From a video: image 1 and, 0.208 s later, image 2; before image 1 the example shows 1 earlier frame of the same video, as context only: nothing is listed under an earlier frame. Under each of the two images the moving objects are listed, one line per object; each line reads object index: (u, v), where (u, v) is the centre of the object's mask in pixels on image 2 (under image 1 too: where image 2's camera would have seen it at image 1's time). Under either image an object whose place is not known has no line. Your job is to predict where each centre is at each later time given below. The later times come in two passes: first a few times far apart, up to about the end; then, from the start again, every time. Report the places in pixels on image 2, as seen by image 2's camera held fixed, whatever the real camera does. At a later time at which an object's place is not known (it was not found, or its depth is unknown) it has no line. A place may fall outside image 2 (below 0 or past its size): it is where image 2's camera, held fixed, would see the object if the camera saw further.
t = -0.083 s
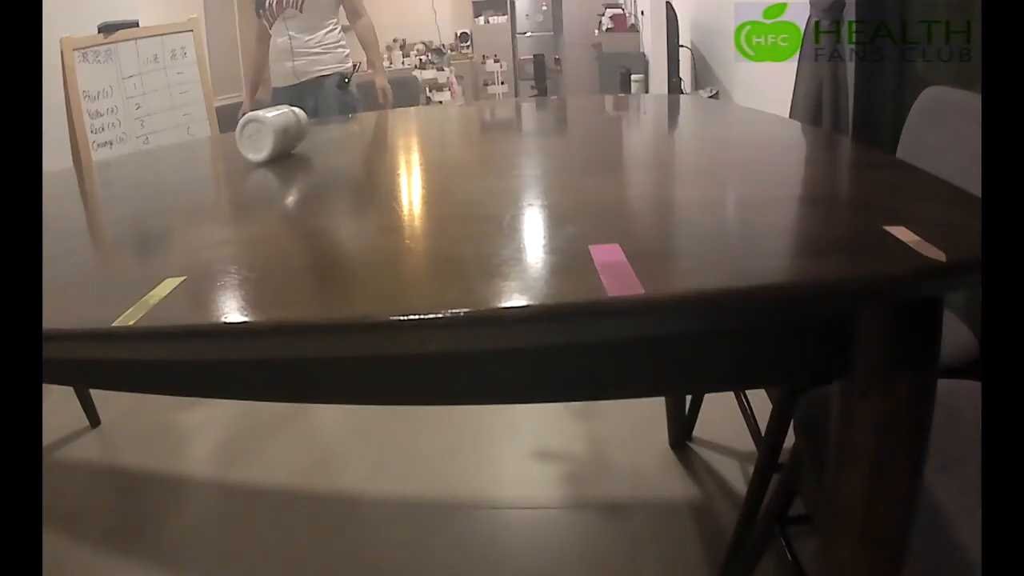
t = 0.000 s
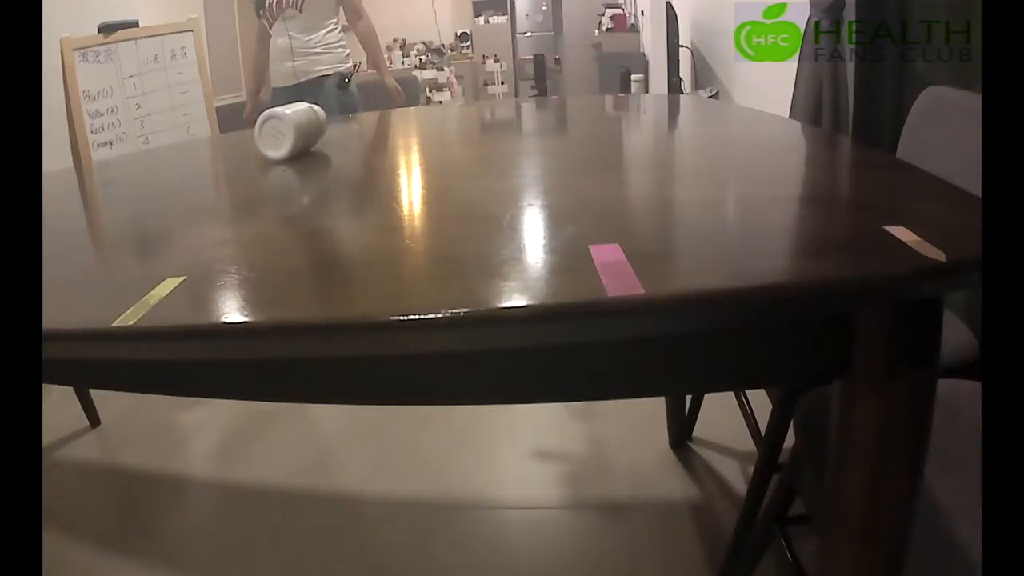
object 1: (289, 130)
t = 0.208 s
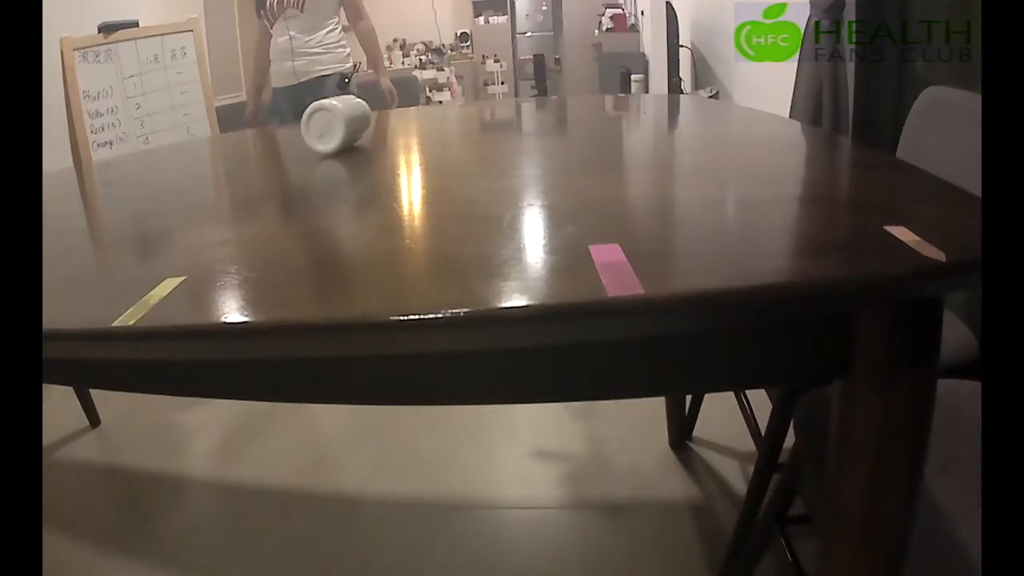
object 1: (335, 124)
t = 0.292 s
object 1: (355, 121)
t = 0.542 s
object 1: (418, 115)
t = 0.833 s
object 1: (493, 109)
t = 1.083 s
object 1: (556, 106)
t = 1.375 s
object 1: (622, 103)
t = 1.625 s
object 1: (673, 102)
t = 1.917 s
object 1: (729, 102)
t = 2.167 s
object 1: (768, 103)
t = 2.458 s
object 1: (807, 104)
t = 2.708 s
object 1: (837, 108)
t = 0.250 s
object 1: (347, 122)
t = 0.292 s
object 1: (355, 121)
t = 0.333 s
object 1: (367, 120)
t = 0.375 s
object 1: (375, 119)
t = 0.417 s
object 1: (388, 118)
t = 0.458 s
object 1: (396, 117)
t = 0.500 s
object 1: (409, 115)
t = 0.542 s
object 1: (418, 115)
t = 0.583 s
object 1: (431, 113)
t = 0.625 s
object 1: (439, 113)
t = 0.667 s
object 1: (452, 112)
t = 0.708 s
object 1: (459, 111)
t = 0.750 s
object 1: (472, 110)
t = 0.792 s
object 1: (480, 110)
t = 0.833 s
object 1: (493, 109)
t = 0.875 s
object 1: (502, 109)
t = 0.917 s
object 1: (514, 108)
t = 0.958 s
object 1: (522, 108)
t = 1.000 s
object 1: (534, 107)
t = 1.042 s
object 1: (543, 107)
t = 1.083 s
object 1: (556, 106)
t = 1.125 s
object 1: (564, 106)
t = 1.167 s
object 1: (576, 105)
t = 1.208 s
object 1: (584, 104)
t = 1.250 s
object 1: (596, 104)
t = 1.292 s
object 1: (603, 104)
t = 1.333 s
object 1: (615, 103)
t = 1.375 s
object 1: (622, 103)
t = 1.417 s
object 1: (633, 103)
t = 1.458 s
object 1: (639, 102)
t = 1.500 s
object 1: (650, 102)
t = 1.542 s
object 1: (657, 102)
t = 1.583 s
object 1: (667, 103)
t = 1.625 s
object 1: (673, 102)
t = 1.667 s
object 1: (683, 102)
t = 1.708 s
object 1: (689, 102)
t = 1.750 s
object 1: (699, 102)
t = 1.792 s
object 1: (705, 102)
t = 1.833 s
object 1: (715, 102)
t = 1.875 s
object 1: (720, 102)
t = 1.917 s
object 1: (729, 102)
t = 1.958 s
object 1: (734, 102)
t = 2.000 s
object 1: (743, 102)
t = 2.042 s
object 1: (748, 102)
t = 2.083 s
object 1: (756, 102)
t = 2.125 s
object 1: (761, 102)
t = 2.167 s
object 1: (768, 103)
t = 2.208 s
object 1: (773, 103)
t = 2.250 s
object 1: (780, 103)
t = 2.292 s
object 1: (785, 104)
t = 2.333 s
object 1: (792, 104)
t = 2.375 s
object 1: (796, 104)
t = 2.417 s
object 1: (803, 104)
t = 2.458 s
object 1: (807, 104)
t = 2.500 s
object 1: (814, 105)
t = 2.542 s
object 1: (818, 105)
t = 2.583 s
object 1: (823, 105)
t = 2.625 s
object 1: (826, 105)
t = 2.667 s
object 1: (832, 106)
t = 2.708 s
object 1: (837, 108)
